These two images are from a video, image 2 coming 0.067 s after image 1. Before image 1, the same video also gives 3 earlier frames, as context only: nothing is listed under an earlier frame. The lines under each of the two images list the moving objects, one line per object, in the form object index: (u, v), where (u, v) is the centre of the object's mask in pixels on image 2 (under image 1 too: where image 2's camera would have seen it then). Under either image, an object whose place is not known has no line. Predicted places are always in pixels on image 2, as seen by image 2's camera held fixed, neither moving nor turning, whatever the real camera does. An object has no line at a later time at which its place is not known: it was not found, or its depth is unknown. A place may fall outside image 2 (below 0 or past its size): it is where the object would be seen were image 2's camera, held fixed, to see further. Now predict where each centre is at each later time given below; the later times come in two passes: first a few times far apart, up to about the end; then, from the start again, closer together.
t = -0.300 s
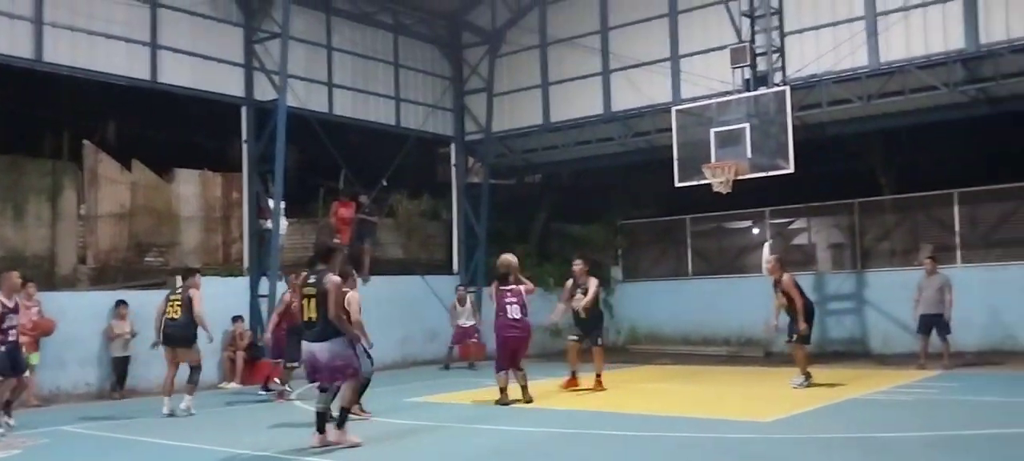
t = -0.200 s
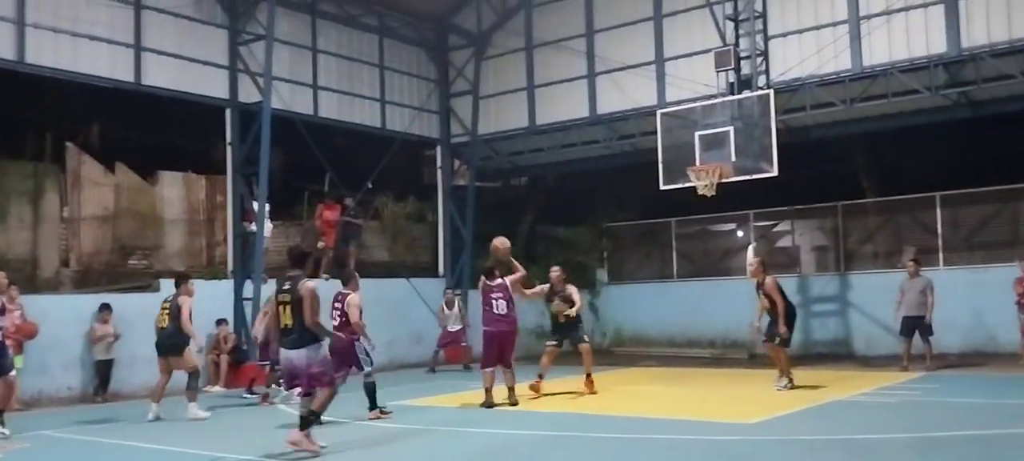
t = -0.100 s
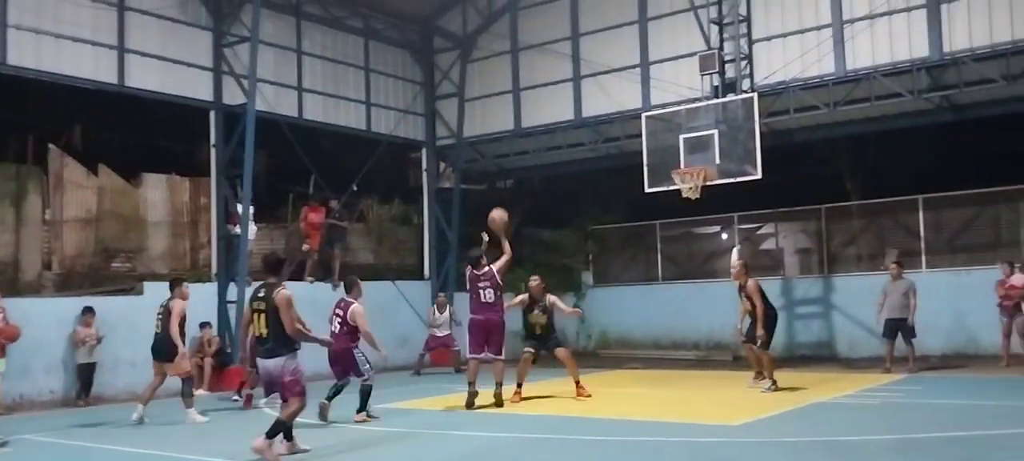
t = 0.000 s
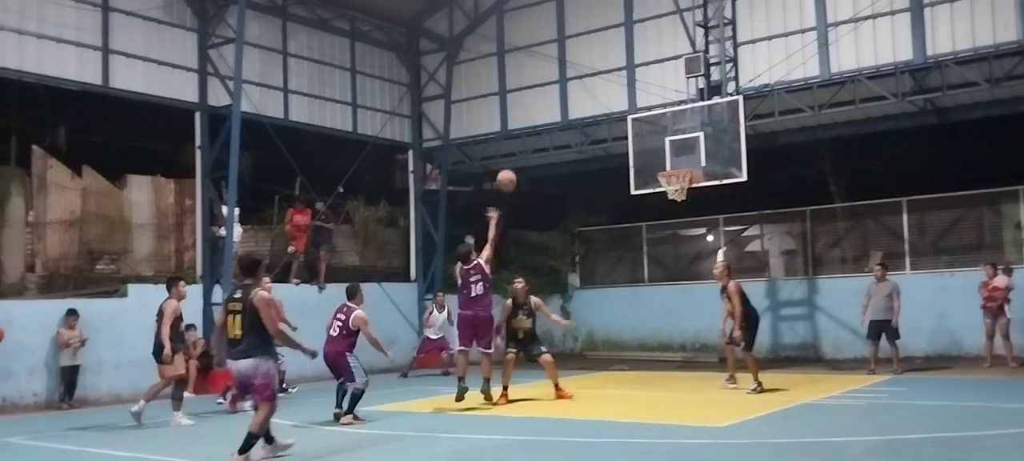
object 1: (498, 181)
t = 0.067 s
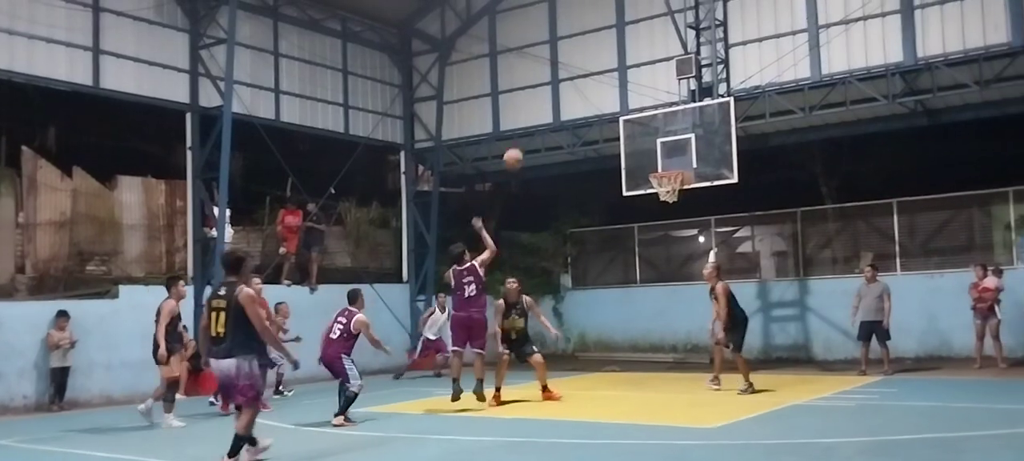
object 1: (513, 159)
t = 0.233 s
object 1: (549, 121)
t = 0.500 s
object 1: (600, 108)
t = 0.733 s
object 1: (643, 134)
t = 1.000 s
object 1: (669, 168)
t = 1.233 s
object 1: (664, 175)
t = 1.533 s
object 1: (675, 198)
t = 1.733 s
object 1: (672, 212)
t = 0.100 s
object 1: (520, 149)
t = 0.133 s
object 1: (527, 140)
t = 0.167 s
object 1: (534, 133)
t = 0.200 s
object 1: (541, 127)
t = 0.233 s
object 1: (549, 121)
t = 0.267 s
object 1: (555, 116)
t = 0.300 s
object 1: (562, 113)
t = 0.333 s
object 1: (569, 110)
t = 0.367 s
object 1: (575, 108)
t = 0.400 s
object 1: (582, 107)
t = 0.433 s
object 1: (588, 106)
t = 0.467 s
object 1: (594, 107)
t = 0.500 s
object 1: (600, 108)
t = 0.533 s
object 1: (607, 109)
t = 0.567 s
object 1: (613, 114)
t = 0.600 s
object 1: (619, 114)
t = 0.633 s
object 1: (625, 118)
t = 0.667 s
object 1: (631, 124)
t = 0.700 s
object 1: (637, 128)
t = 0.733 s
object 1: (643, 134)
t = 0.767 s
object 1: (648, 140)
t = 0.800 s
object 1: (654, 149)
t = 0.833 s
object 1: (659, 156)
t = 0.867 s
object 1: (666, 165)
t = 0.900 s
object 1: (668, 167)
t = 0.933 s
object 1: (671, 167)
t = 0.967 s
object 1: (673, 169)
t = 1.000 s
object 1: (669, 168)
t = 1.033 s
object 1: (664, 170)
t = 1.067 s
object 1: (659, 175)
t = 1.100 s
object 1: (658, 175)
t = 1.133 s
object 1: (658, 177)
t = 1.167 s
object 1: (661, 178)
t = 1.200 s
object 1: (661, 180)
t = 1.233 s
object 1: (664, 175)
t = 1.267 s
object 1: (656, 181)
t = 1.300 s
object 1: (658, 180)
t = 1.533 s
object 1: (675, 198)
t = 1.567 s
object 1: (673, 201)
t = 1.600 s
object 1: (673, 202)
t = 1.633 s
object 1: (673, 203)
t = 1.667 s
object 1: (672, 206)
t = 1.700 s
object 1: (672, 209)
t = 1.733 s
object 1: (672, 212)
